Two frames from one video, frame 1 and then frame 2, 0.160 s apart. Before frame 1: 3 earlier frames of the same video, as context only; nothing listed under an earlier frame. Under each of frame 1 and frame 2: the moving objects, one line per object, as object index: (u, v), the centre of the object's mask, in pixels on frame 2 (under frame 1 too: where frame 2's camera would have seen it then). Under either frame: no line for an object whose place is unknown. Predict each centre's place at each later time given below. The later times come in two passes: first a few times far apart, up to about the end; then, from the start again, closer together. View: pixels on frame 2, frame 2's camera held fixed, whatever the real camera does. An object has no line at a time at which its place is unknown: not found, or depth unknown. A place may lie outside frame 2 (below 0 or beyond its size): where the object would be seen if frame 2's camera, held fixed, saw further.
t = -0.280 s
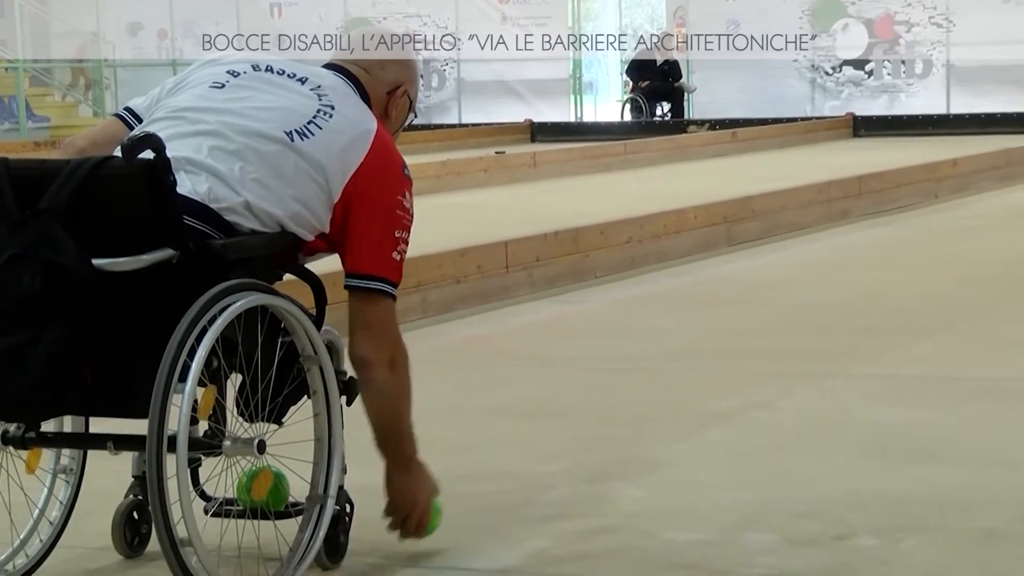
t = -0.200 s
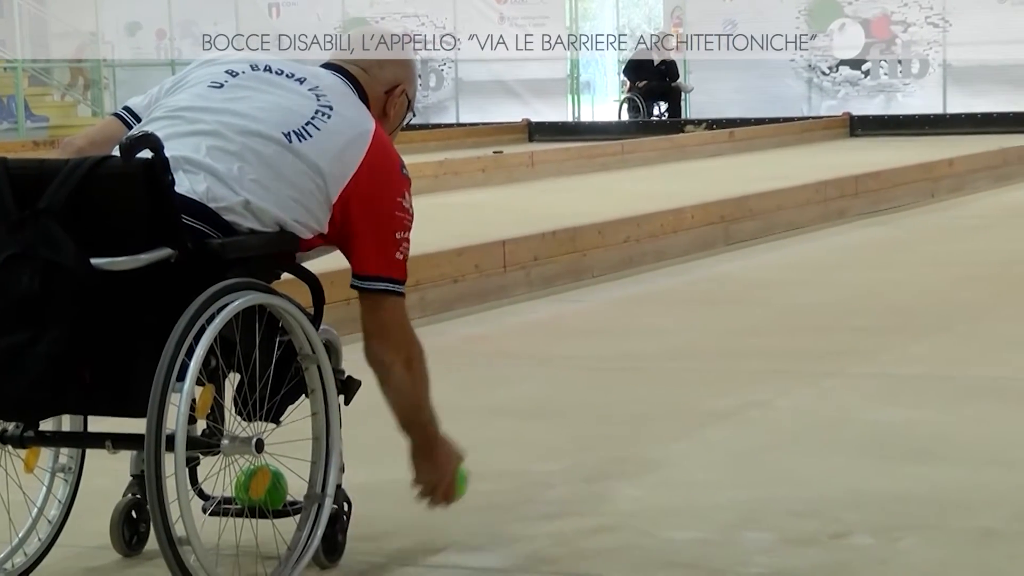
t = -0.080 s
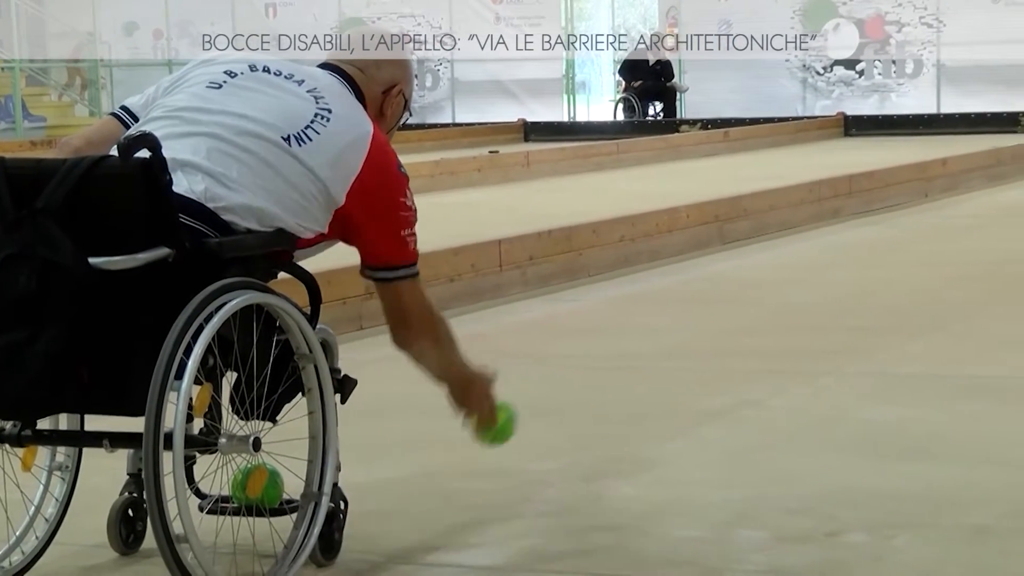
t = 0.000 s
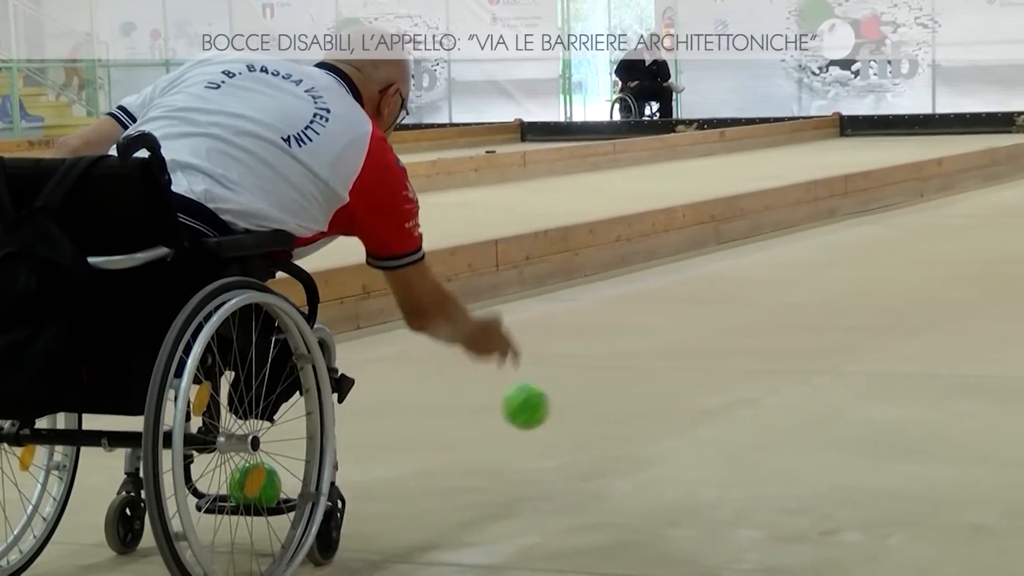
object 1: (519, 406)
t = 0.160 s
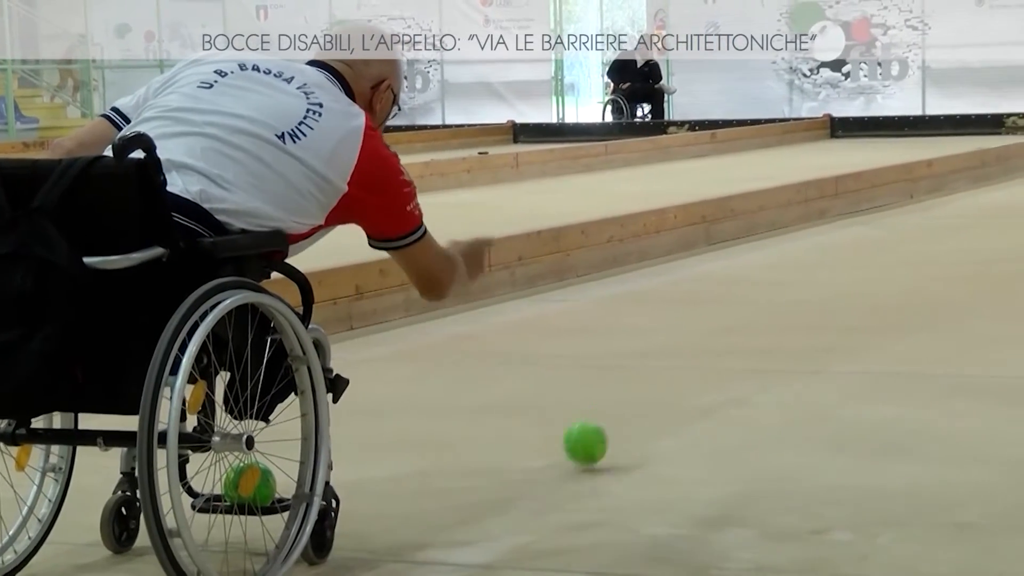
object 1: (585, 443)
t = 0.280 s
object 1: (619, 427)
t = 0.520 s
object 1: (685, 410)
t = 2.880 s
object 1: (1046, 278)
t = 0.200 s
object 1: (597, 432)
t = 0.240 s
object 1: (608, 427)
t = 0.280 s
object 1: (619, 427)
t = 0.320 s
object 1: (631, 430)
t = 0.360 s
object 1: (642, 424)
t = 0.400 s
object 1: (653, 422)
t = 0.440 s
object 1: (664, 418)
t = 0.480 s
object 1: (674, 414)
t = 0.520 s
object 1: (685, 410)
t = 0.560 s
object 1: (695, 407)
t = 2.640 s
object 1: (1020, 285)
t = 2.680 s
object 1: (1025, 284)
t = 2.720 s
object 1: (1029, 283)
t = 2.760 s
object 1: (1034, 282)
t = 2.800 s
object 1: (1038, 281)
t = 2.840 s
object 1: (1042, 279)
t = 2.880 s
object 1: (1046, 278)
